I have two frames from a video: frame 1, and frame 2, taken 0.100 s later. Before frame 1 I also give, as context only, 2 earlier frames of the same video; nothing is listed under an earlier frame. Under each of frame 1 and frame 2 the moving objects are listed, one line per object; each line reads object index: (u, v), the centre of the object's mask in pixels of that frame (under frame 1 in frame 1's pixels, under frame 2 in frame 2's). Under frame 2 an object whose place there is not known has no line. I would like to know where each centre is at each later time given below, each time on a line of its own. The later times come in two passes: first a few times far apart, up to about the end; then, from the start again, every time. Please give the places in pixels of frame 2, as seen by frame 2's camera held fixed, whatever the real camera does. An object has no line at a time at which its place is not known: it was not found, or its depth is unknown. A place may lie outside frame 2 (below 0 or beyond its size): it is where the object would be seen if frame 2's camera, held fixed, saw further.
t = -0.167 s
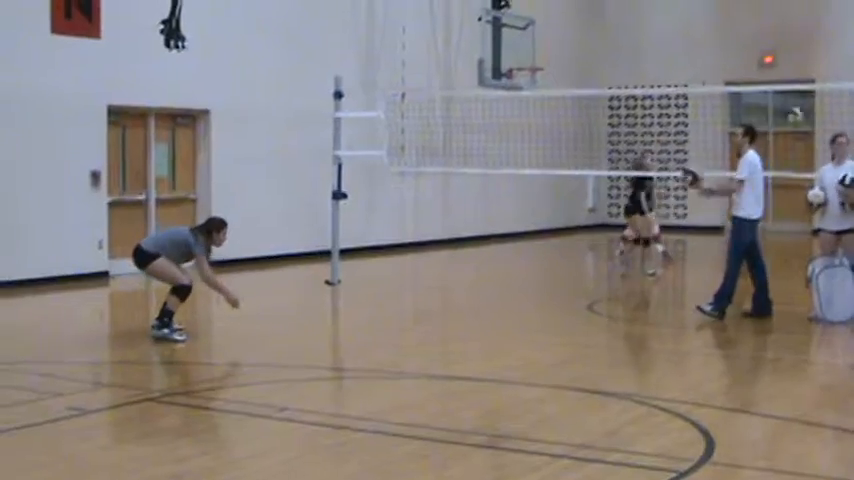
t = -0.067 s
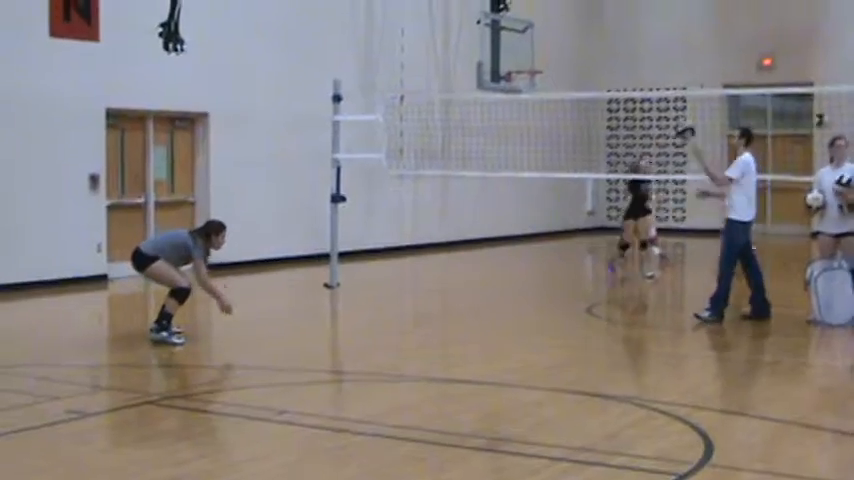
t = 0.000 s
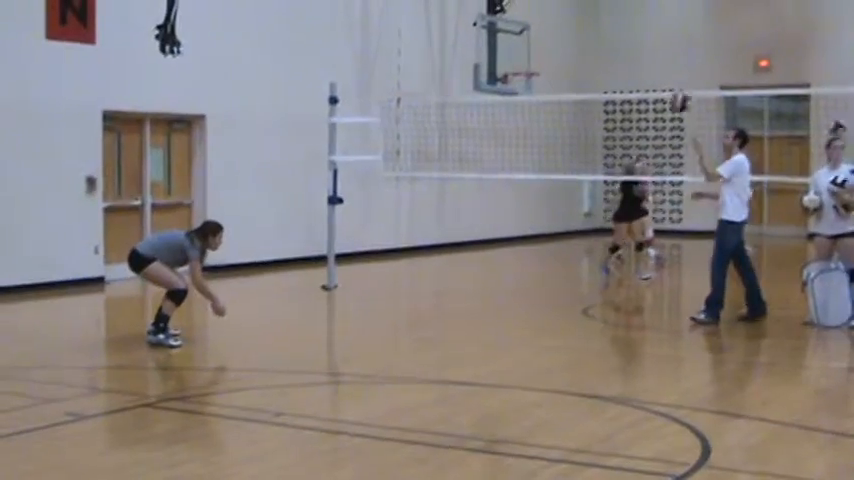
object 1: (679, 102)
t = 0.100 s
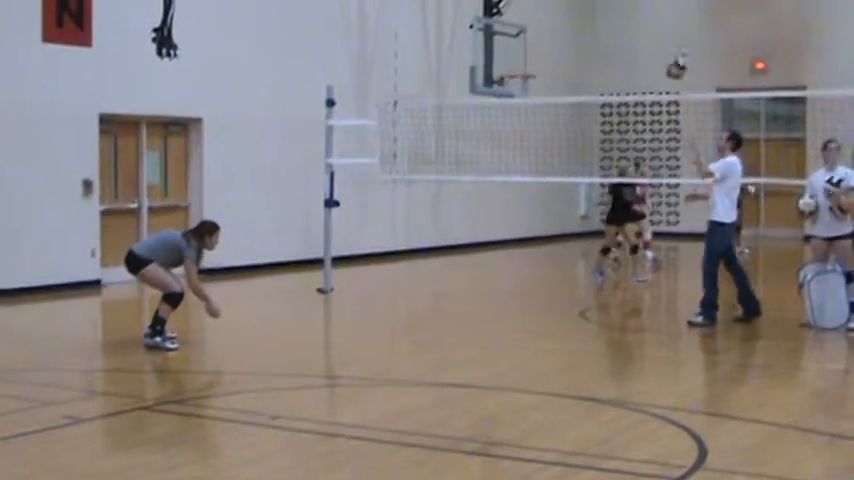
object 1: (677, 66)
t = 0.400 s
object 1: (670, 26)
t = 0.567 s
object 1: (667, 40)
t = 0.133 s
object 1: (674, 59)
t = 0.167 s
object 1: (673, 51)
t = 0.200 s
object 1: (674, 45)
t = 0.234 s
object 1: (672, 40)
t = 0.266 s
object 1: (671, 34)
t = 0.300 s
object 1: (671, 31)
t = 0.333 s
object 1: (671, 29)
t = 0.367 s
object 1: (670, 27)
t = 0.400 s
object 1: (670, 26)
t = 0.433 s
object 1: (669, 26)
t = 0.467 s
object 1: (669, 28)
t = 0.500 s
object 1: (668, 32)
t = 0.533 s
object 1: (668, 35)
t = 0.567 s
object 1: (667, 40)
